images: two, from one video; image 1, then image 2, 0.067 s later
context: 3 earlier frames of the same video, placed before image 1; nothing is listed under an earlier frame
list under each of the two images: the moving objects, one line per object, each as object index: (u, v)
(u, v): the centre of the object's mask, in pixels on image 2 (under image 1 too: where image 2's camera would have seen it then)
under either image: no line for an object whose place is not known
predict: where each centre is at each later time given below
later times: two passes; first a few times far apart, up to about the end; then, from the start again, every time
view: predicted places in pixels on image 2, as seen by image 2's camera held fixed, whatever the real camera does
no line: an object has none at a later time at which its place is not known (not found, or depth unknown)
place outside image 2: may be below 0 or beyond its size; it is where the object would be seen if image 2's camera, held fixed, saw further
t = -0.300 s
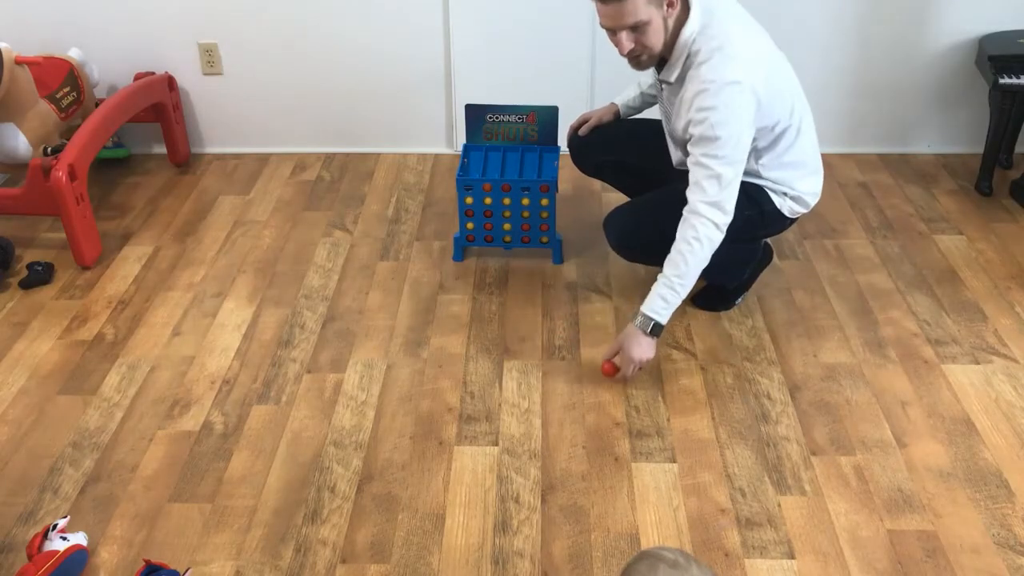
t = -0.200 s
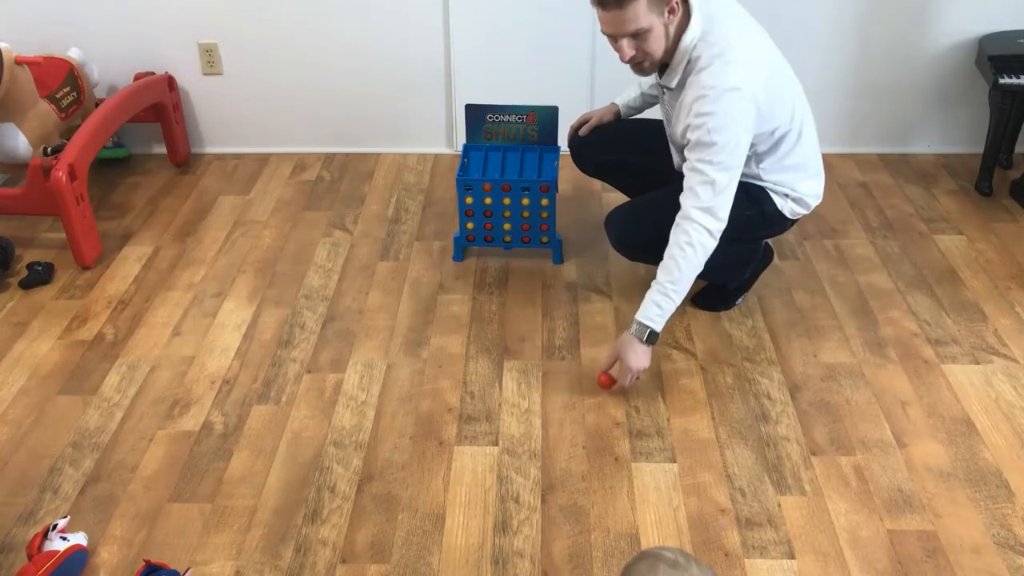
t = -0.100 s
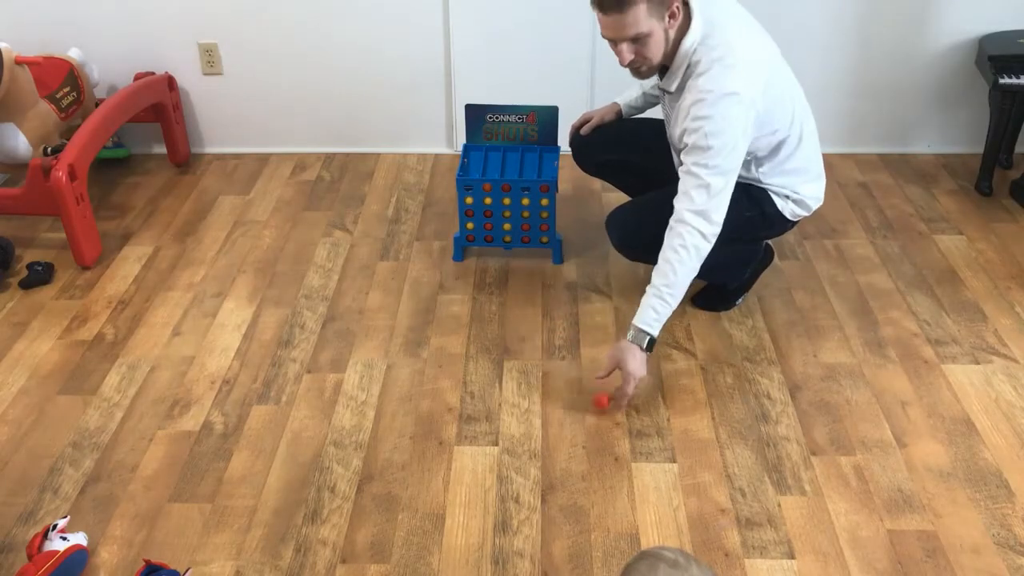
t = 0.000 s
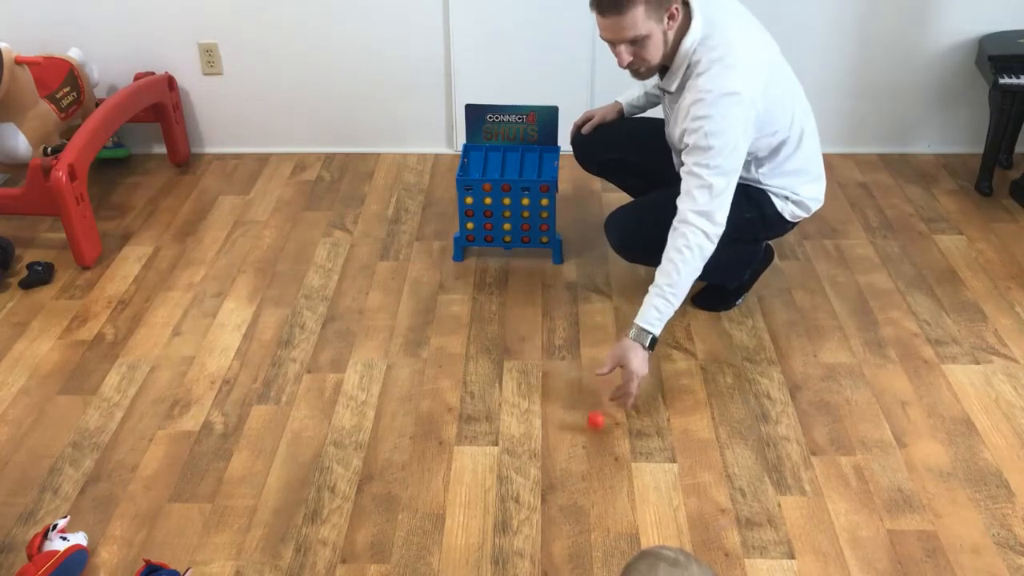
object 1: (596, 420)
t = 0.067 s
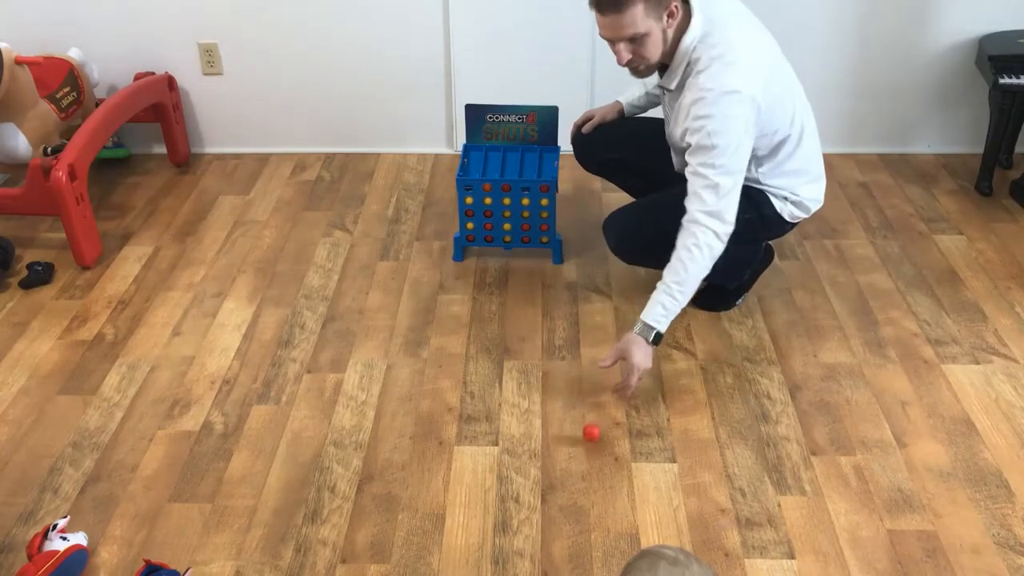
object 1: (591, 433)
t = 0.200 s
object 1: (583, 455)
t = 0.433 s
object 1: (569, 491)
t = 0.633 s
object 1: (557, 522)
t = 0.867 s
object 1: (540, 559)
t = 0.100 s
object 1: (589, 438)
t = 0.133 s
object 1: (587, 444)
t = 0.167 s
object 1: (585, 448)
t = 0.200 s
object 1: (583, 455)
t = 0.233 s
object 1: (581, 458)
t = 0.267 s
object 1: (579, 465)
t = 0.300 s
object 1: (577, 470)
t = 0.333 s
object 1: (575, 475)
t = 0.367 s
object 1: (573, 481)
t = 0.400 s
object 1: (571, 485)
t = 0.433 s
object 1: (569, 491)
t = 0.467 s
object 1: (567, 496)
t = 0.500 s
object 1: (565, 501)
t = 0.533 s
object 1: (563, 506)
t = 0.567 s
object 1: (561, 511)
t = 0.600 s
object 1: (559, 517)
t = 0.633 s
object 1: (557, 522)
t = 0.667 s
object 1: (555, 527)
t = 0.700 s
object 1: (552, 532)
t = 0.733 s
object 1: (550, 537)
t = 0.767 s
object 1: (547, 543)
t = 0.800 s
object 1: (545, 548)
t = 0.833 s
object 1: (542, 553)
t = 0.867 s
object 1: (540, 559)
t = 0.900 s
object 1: (538, 564)
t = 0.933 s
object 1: (535, 567)
